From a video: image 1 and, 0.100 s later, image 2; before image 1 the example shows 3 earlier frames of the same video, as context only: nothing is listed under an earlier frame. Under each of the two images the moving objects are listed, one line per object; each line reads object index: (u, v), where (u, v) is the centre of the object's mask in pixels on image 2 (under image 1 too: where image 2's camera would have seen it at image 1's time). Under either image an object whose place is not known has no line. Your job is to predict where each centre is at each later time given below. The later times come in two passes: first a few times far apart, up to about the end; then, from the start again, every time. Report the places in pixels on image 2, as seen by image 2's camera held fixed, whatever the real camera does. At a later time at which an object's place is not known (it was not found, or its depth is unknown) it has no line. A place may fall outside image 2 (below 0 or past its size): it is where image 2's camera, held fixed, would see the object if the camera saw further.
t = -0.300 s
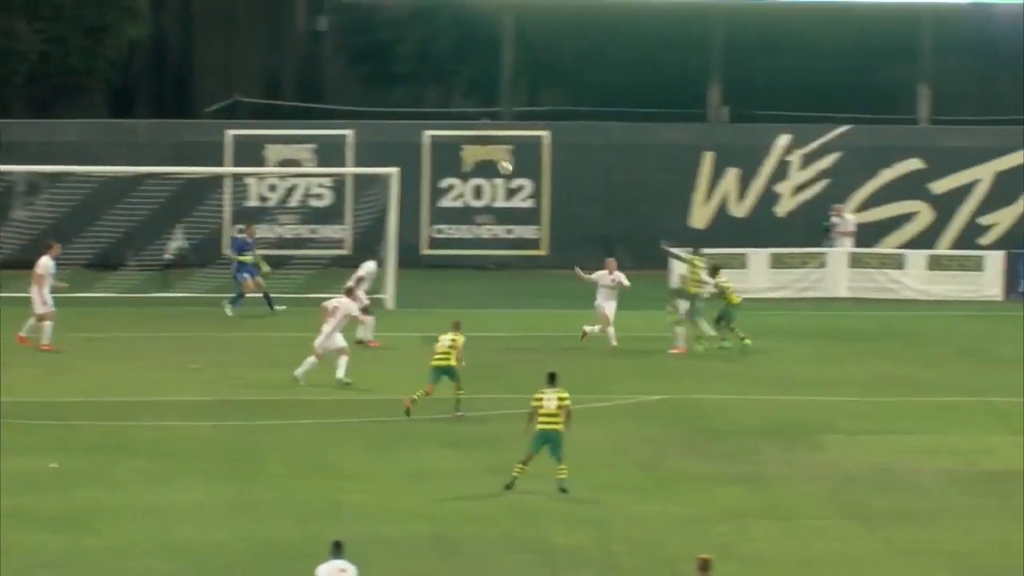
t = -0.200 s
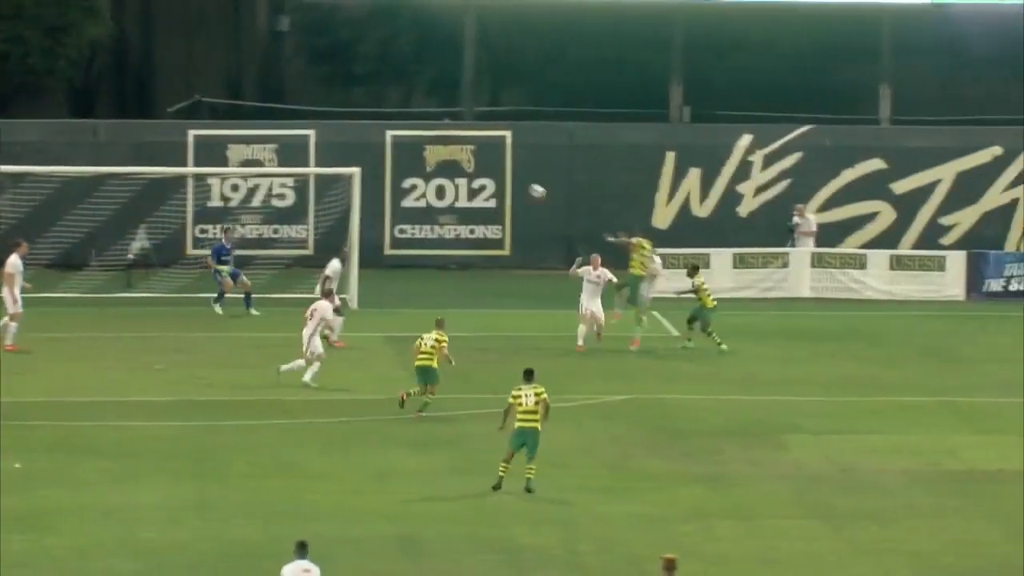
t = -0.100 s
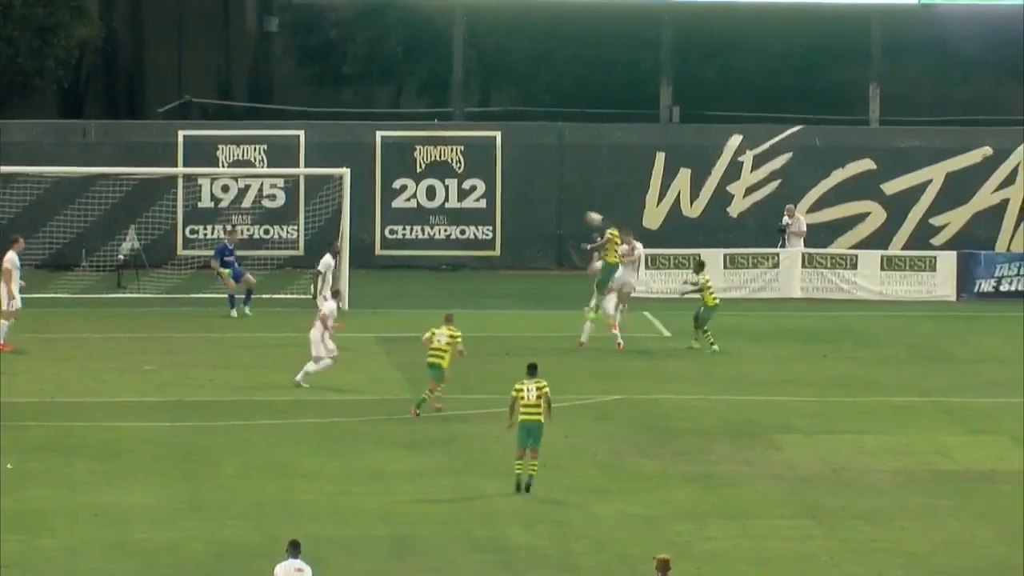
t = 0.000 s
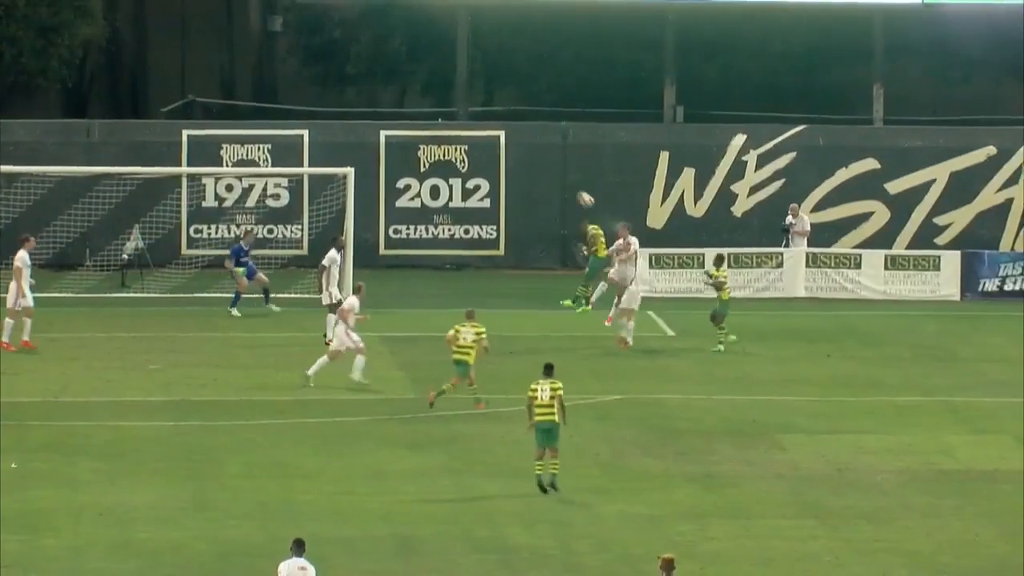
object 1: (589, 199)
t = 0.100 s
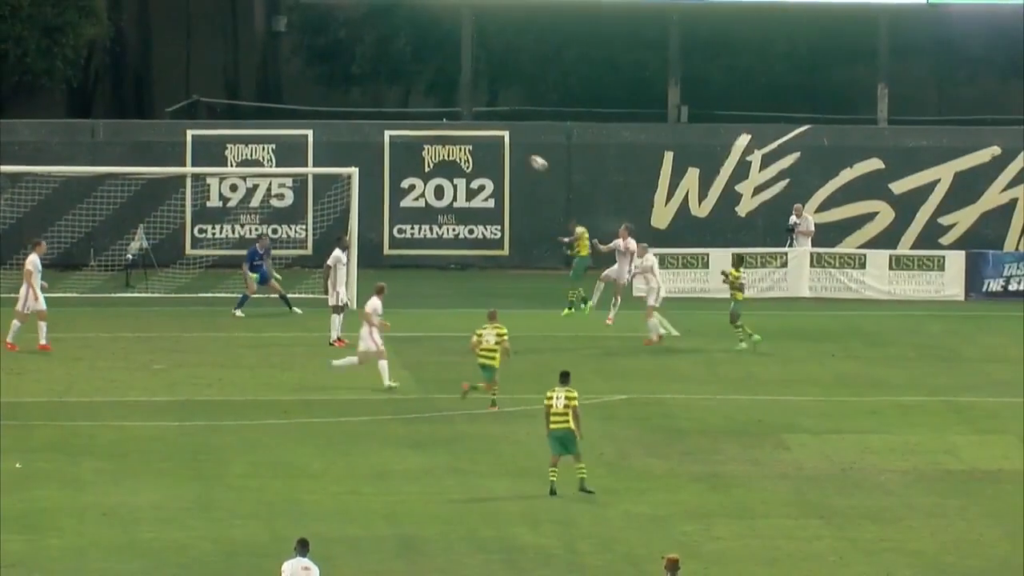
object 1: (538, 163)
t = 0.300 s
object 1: (436, 108)
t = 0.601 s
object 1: (282, 68)
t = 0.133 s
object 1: (521, 152)
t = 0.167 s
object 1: (504, 142)
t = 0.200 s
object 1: (487, 132)
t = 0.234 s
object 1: (469, 123)
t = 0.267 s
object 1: (453, 115)
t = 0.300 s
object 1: (436, 108)
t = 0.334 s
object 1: (419, 101)
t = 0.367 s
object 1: (402, 95)
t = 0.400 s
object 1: (385, 89)
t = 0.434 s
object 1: (368, 84)
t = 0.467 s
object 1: (351, 80)
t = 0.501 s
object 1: (333, 76)
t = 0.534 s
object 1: (317, 72)
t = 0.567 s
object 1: (300, 70)
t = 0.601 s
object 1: (282, 68)
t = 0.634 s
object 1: (265, 66)
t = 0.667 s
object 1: (248, 65)
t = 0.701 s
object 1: (231, 64)
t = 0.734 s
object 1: (213, 65)
